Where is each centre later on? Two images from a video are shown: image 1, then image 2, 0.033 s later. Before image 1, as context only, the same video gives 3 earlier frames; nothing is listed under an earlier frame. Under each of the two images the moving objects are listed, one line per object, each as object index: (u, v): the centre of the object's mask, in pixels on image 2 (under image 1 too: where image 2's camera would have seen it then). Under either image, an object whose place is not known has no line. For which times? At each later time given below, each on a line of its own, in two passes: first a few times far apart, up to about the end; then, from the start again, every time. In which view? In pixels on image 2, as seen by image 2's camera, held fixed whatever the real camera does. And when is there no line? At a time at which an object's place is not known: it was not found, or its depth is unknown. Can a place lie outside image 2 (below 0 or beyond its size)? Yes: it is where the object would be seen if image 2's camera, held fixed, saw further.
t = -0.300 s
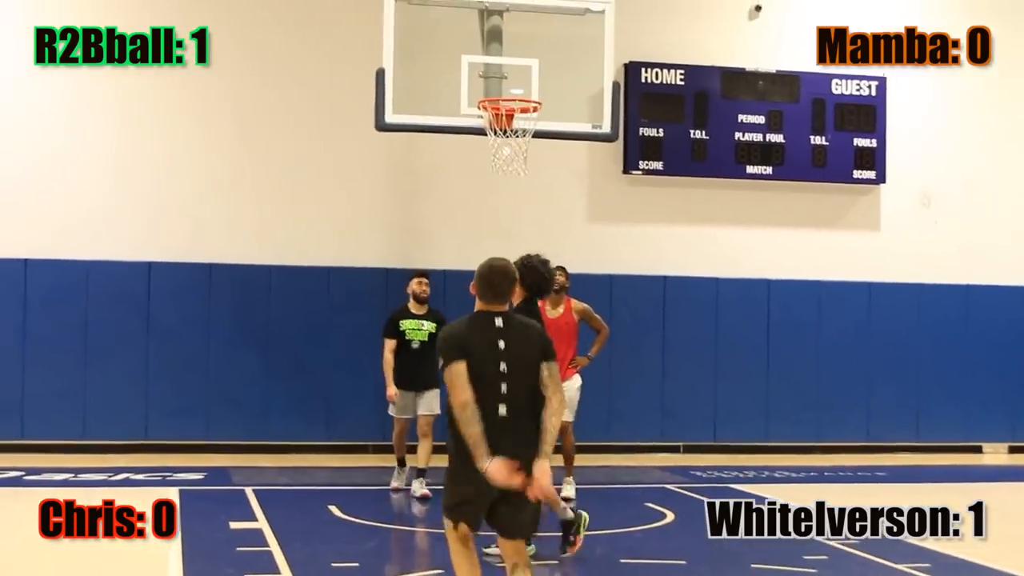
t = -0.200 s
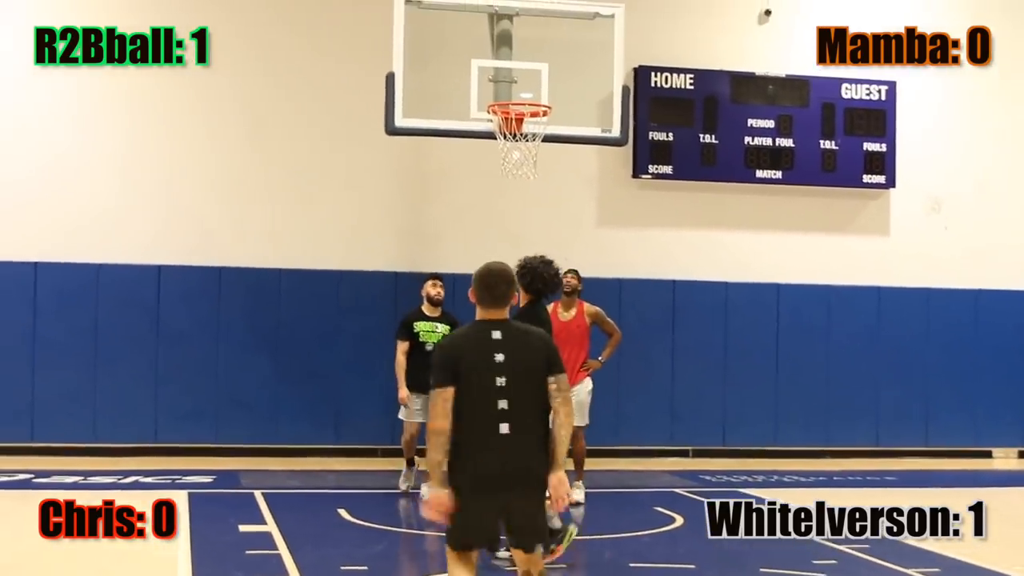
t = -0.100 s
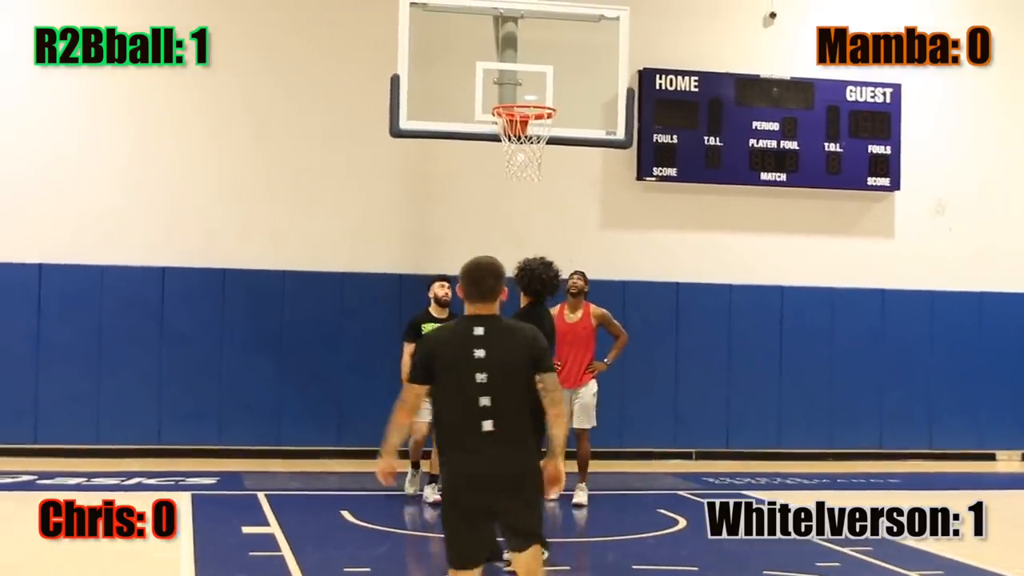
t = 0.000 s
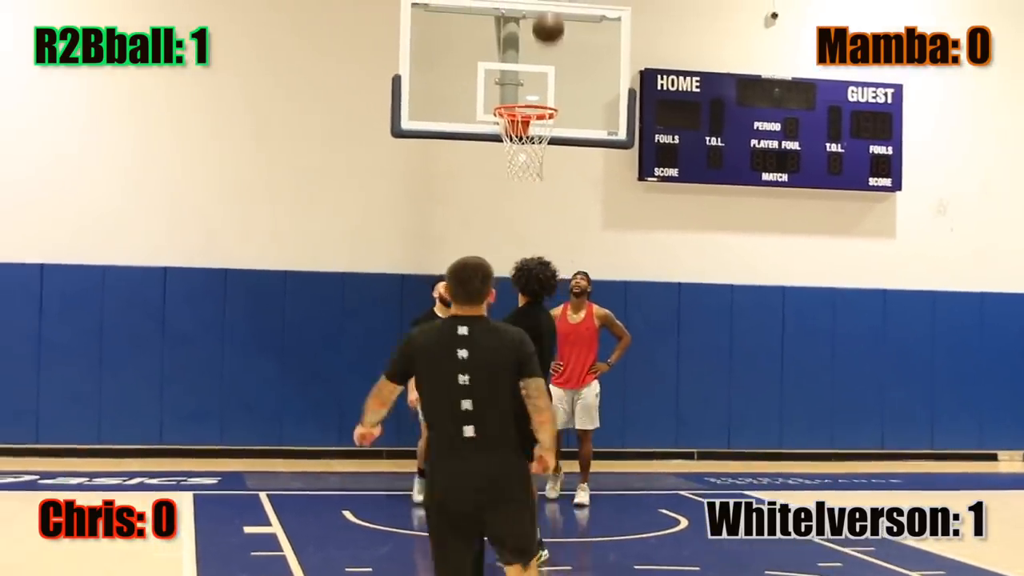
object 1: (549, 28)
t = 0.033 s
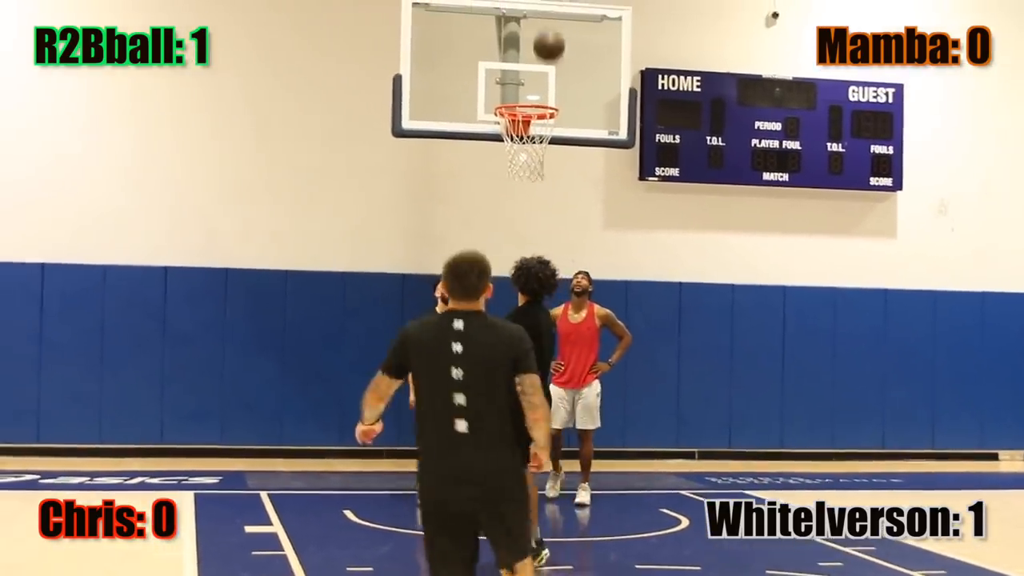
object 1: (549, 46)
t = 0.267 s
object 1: (491, 91)
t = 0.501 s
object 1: (430, 94)
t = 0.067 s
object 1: (548, 65)
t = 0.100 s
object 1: (548, 85)
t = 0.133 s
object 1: (544, 98)
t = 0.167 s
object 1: (531, 93)
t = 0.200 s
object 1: (516, 92)
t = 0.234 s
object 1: (504, 91)
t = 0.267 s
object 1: (491, 91)
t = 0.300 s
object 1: (479, 89)
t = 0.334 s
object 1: (471, 87)
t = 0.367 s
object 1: (463, 85)
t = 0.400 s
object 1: (455, 85)
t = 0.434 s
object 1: (447, 87)
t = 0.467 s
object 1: (438, 90)
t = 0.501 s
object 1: (430, 94)
